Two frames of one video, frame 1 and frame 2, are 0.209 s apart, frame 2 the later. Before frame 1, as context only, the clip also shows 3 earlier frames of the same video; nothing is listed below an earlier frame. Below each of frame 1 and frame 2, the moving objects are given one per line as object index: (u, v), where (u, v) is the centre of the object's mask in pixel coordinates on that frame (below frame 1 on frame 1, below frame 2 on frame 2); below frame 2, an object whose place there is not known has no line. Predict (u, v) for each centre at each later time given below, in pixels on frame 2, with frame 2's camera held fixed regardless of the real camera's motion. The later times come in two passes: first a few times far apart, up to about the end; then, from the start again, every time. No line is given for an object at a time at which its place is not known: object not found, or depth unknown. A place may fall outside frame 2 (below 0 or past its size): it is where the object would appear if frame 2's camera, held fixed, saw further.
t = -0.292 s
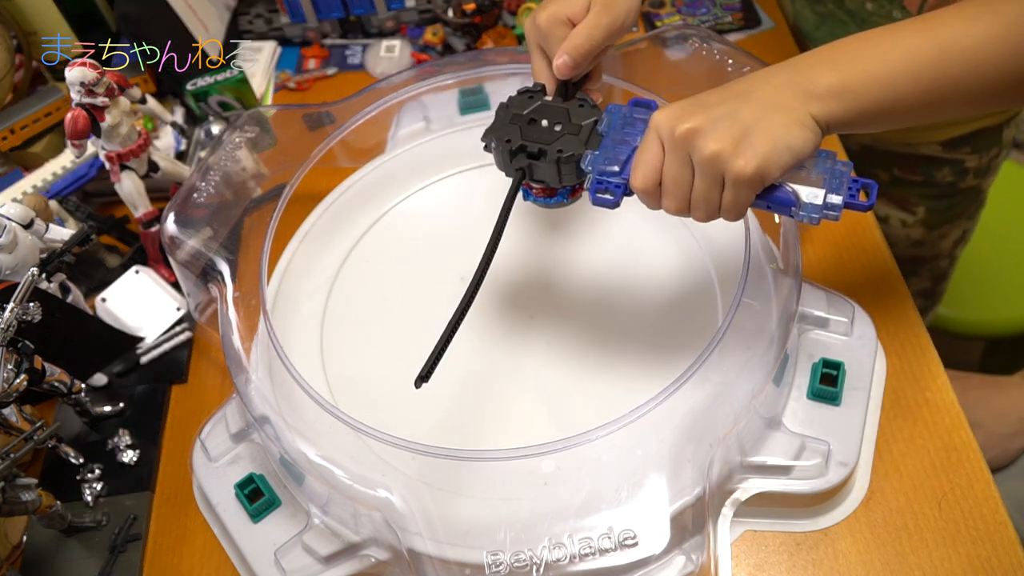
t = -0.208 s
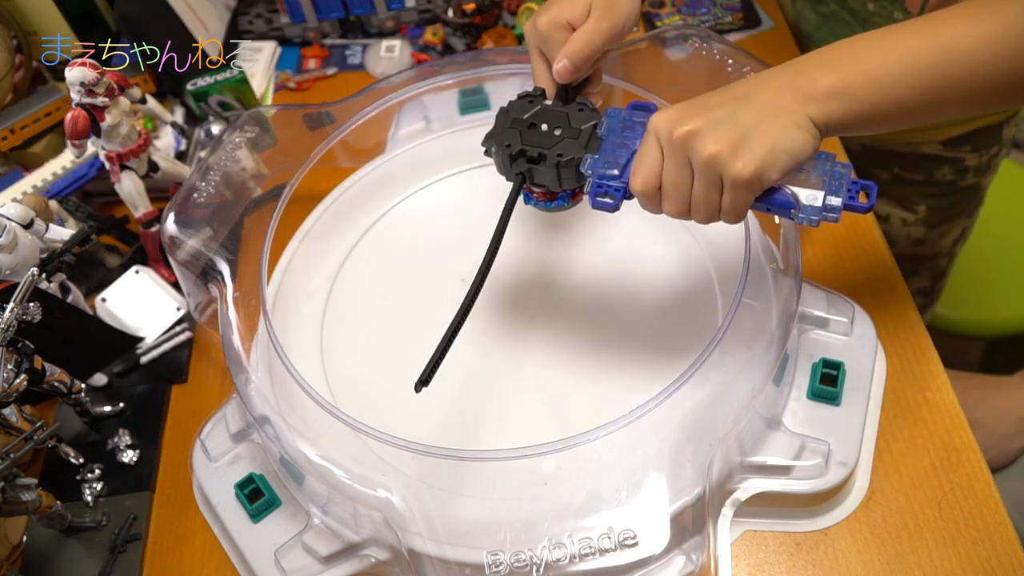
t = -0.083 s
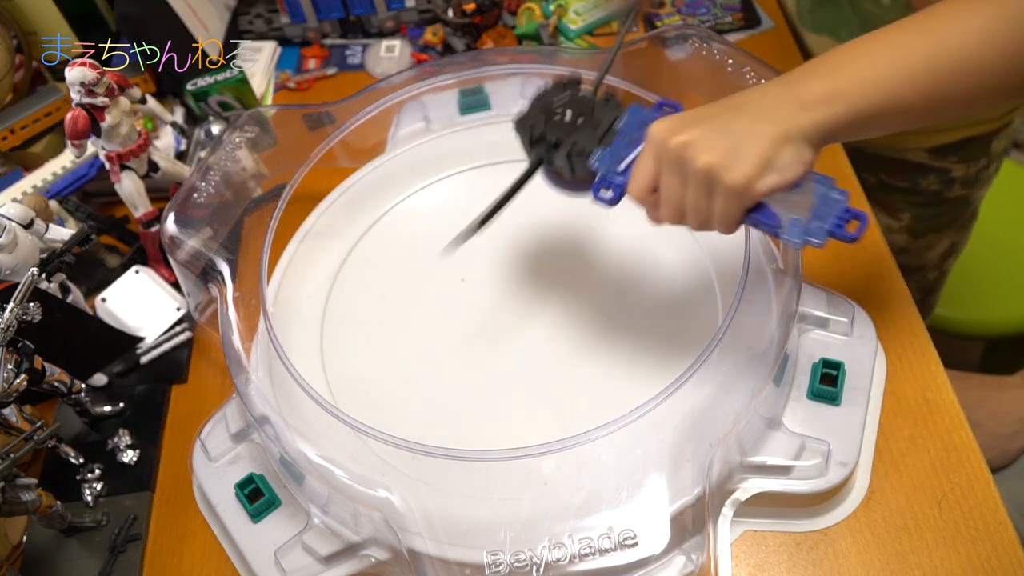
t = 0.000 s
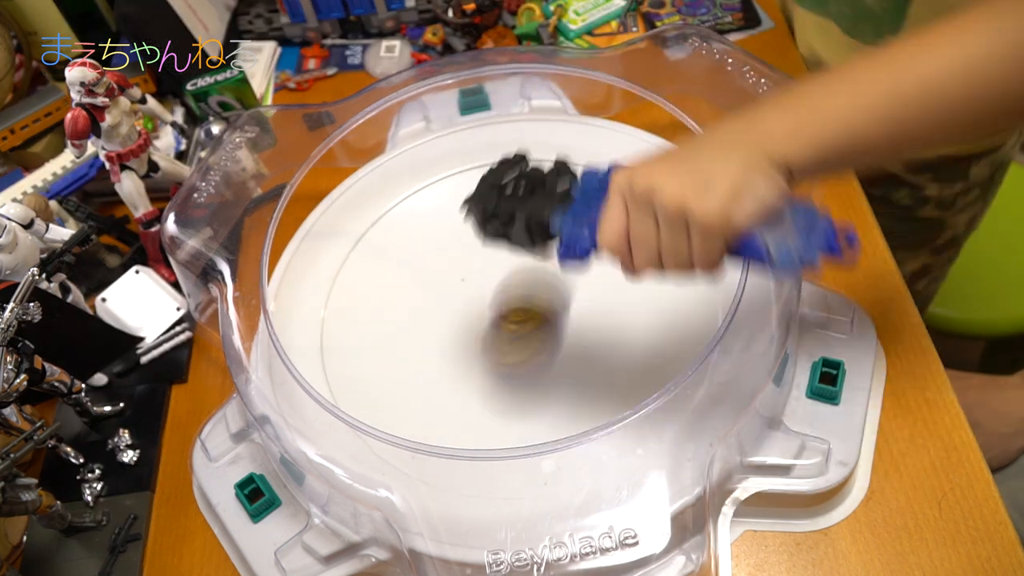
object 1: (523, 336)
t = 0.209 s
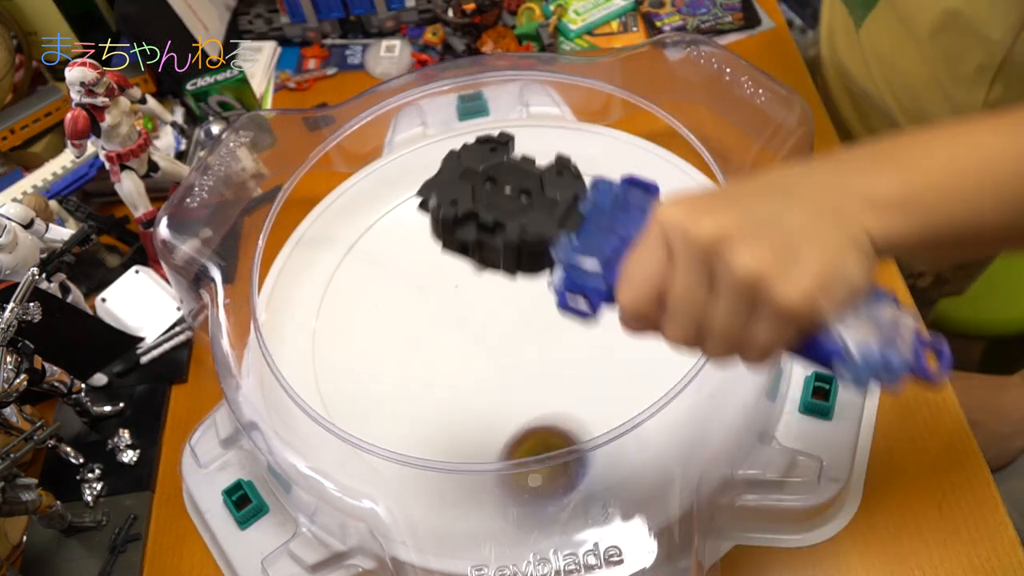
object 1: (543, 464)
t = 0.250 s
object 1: (583, 427)
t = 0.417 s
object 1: (674, 309)
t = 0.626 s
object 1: (547, 215)
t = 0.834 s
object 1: (332, 273)
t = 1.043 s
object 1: (393, 455)
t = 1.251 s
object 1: (652, 410)
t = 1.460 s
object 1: (644, 214)
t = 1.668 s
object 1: (455, 160)
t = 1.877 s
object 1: (318, 331)
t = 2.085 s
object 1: (483, 475)
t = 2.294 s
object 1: (693, 326)
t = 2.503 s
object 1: (582, 161)
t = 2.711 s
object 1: (360, 226)
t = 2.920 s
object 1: (363, 408)
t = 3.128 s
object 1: (613, 442)
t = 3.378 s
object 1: (668, 221)
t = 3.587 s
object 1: (350, 346)
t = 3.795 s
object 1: (580, 212)
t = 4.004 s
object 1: (527, 419)
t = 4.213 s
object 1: (432, 241)
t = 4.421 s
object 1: (607, 291)
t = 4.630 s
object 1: (479, 391)
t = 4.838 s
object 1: (436, 270)
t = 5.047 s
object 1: (572, 267)
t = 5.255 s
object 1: (523, 377)
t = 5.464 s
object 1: (431, 296)
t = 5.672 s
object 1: (556, 265)
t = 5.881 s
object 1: (512, 368)
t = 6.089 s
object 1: (453, 293)
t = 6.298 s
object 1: (550, 292)
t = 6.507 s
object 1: (475, 350)
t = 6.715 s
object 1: (500, 276)
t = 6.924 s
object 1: (530, 332)
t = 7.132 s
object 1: (471, 312)
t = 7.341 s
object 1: (527, 306)
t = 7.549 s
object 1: (479, 320)
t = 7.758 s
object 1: (517, 302)
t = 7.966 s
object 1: (502, 327)
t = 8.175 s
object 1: (501, 312)
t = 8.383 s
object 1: (482, 321)
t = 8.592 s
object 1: (516, 302)
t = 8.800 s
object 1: (476, 327)
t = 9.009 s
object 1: (532, 315)
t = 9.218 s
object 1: (508, 303)
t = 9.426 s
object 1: (455, 351)
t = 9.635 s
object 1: (498, 318)
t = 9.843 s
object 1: (492, 315)
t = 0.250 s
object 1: (583, 427)
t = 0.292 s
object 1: (617, 401)
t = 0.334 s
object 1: (644, 371)
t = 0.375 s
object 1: (669, 341)
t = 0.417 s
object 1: (674, 309)
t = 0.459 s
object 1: (668, 281)
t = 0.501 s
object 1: (650, 254)
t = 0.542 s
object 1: (622, 236)
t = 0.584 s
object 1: (586, 222)
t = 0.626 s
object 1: (547, 215)
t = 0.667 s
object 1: (503, 214)
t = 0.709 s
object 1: (458, 220)
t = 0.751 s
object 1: (412, 231)
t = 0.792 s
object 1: (369, 250)
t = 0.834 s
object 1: (332, 273)
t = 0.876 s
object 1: (309, 300)
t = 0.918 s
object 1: (314, 342)
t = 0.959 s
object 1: (329, 381)
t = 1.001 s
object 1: (349, 422)
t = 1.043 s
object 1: (393, 455)
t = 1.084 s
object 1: (450, 475)
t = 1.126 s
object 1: (511, 481)
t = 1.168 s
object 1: (568, 471)
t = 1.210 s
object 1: (615, 442)
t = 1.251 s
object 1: (652, 410)
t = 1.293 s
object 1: (675, 367)
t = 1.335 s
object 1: (682, 328)
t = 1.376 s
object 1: (684, 287)
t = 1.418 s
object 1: (670, 252)
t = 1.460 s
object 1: (644, 214)
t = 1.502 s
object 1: (612, 190)
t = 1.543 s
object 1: (573, 169)
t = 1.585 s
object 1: (535, 159)
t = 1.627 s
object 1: (493, 154)
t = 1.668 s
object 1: (455, 160)
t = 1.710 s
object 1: (411, 181)
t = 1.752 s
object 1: (376, 206)
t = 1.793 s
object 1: (343, 244)
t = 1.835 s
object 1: (323, 284)
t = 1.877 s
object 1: (318, 331)
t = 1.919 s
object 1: (325, 372)
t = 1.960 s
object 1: (347, 416)
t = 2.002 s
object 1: (384, 446)
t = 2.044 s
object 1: (427, 469)
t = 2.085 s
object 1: (483, 475)
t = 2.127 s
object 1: (540, 467)
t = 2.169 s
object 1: (589, 446)
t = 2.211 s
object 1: (634, 413)
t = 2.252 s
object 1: (669, 373)
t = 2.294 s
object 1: (693, 326)
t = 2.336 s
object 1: (701, 285)
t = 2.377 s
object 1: (693, 245)
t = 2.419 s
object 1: (664, 213)
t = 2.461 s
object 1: (628, 183)
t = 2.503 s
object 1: (582, 161)
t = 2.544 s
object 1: (534, 154)
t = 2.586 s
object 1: (485, 156)
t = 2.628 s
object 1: (439, 173)
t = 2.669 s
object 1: (394, 197)
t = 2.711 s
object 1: (360, 226)
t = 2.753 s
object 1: (335, 260)
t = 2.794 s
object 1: (321, 297)
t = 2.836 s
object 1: (321, 336)
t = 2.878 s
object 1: (336, 378)
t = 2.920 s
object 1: (363, 408)
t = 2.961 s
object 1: (400, 443)
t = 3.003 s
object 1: (450, 463)
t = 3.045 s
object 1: (506, 472)
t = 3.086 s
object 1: (561, 466)
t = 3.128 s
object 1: (613, 442)
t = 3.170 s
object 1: (659, 412)
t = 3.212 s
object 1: (686, 374)
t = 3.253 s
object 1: (696, 328)
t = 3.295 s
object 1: (697, 287)
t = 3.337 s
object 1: (688, 253)
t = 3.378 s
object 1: (668, 221)
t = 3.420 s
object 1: (641, 196)
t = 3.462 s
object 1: (606, 178)
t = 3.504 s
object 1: (491, 176)
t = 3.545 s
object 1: (388, 241)
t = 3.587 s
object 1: (350, 346)
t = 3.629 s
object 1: (415, 429)
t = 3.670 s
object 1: (536, 448)
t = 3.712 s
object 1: (633, 377)
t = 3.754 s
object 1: (646, 282)
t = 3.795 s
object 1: (580, 212)
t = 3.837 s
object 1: (474, 198)
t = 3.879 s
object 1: (385, 241)
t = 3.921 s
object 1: (353, 324)
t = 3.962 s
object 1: (410, 404)
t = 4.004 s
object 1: (527, 419)
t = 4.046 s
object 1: (618, 357)
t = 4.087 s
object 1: (637, 272)
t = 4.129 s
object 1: (587, 211)
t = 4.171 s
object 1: (506, 201)
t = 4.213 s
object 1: (432, 241)
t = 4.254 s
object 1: (401, 318)
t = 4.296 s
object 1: (444, 392)
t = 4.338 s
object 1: (529, 405)
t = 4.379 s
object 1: (602, 358)
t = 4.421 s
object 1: (607, 291)
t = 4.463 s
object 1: (550, 245)
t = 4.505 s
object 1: (473, 249)
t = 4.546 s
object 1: (419, 296)
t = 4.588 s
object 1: (418, 359)
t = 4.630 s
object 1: (479, 391)
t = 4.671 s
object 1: (553, 365)
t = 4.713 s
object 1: (581, 304)
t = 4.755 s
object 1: (552, 252)
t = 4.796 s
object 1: (491, 239)
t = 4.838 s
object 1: (436, 270)
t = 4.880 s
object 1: (425, 330)
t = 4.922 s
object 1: (469, 372)
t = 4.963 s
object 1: (539, 368)
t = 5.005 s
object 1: (587, 320)
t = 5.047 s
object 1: (572, 267)
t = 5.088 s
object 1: (519, 248)
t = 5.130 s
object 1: (457, 270)
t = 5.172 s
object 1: (432, 324)
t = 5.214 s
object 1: (455, 371)
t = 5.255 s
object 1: (523, 377)
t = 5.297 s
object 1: (570, 338)
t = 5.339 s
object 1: (566, 283)
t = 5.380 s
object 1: (522, 251)
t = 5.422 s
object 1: (466, 257)
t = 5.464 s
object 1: (431, 296)
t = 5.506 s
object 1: (440, 349)
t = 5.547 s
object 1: (491, 373)
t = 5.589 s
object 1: (551, 353)
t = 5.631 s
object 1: (577, 307)
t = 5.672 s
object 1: (556, 265)
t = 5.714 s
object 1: (506, 253)
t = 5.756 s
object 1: (458, 275)
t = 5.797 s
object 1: (438, 318)
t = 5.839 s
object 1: (459, 359)
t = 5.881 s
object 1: (512, 368)
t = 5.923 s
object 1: (554, 338)
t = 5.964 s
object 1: (556, 298)
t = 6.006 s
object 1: (531, 269)
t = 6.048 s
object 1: (484, 266)
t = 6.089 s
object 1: (453, 293)
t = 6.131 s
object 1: (448, 328)
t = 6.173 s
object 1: (481, 357)
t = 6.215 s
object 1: (521, 351)
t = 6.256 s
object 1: (555, 322)
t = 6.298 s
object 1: (550, 292)
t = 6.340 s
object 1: (523, 271)
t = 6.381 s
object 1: (490, 272)
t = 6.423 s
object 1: (462, 296)
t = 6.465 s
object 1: (453, 328)
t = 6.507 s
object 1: (475, 350)
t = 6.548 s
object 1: (510, 350)
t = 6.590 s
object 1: (540, 329)
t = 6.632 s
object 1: (545, 303)
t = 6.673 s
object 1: (529, 282)
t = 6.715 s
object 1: (500, 276)
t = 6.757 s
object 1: (474, 290)
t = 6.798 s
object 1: (467, 315)
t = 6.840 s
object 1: (480, 337)
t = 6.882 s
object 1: (505, 344)
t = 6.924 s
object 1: (530, 332)
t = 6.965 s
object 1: (538, 313)
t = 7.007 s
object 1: (530, 295)
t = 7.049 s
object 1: (508, 287)
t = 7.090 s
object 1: (484, 294)
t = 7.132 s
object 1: (471, 312)
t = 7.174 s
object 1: (477, 328)
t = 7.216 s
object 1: (490, 336)
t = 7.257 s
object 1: (508, 337)
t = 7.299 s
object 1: (526, 324)
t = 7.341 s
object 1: (527, 306)
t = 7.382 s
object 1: (518, 295)
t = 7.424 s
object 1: (506, 288)
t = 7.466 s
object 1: (487, 294)
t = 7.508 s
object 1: (482, 306)
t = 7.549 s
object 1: (479, 320)
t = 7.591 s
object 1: (490, 332)
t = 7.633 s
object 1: (504, 334)
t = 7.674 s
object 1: (520, 325)
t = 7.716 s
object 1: (518, 312)
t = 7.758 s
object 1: (517, 302)
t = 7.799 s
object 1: (501, 297)
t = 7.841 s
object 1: (492, 297)
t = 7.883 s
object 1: (491, 313)
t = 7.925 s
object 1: (493, 320)
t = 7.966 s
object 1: (502, 327)
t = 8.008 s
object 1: (511, 337)
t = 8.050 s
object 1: (511, 338)
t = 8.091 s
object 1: (516, 328)
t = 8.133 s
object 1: (512, 318)
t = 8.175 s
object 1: (501, 312)
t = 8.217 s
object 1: (489, 303)
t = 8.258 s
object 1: (483, 298)
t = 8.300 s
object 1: (480, 299)
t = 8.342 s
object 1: (481, 311)
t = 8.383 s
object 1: (482, 321)
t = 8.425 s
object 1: (496, 331)
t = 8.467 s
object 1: (510, 331)
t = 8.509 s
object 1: (520, 325)
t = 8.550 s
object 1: (524, 314)
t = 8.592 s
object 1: (516, 302)
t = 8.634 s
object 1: (505, 298)
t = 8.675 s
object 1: (491, 299)
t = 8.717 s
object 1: (480, 306)
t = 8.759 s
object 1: (474, 315)
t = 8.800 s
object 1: (476, 327)
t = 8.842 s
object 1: (483, 335)
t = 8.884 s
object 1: (497, 339)
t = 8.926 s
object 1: (512, 335)
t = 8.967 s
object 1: (524, 327)
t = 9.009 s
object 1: (532, 315)
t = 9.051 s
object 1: (534, 303)
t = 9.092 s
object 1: (526, 293)
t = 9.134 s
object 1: (518, 288)
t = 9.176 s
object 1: (521, 289)
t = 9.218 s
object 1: (508, 303)
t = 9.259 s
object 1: (504, 308)
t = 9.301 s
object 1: (492, 312)
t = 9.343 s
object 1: (468, 321)
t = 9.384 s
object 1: (454, 337)
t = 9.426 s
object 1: (455, 351)
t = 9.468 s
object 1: (465, 361)
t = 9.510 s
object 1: (481, 363)
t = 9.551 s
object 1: (499, 354)
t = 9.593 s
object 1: (509, 333)
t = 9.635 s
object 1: (498, 318)
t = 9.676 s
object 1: (479, 316)
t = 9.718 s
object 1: (471, 317)
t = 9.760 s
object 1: (468, 319)
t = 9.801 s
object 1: (486, 315)
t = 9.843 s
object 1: (492, 315)
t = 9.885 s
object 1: (497, 317)
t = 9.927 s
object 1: (501, 319)
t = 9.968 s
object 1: (504, 320)
